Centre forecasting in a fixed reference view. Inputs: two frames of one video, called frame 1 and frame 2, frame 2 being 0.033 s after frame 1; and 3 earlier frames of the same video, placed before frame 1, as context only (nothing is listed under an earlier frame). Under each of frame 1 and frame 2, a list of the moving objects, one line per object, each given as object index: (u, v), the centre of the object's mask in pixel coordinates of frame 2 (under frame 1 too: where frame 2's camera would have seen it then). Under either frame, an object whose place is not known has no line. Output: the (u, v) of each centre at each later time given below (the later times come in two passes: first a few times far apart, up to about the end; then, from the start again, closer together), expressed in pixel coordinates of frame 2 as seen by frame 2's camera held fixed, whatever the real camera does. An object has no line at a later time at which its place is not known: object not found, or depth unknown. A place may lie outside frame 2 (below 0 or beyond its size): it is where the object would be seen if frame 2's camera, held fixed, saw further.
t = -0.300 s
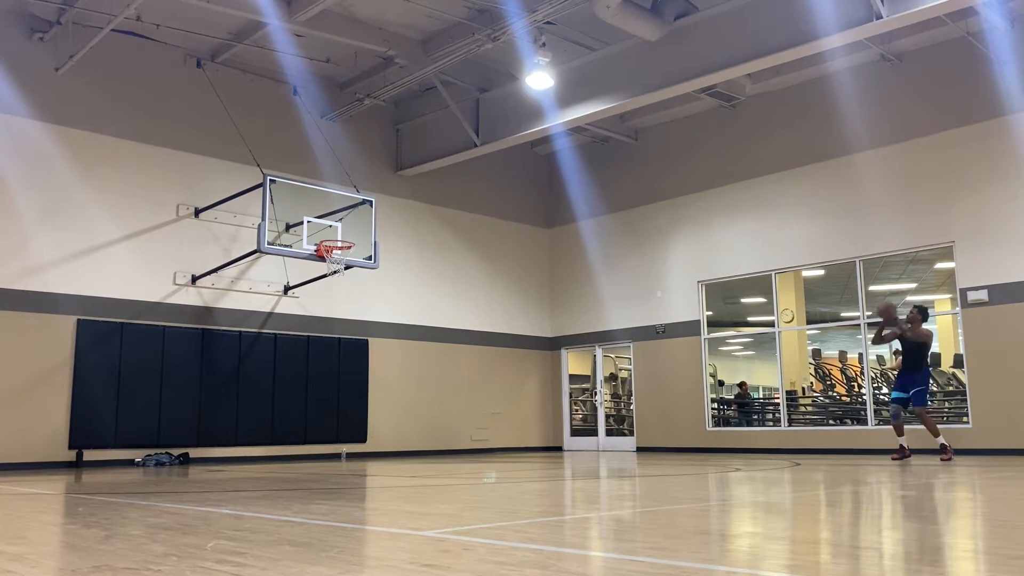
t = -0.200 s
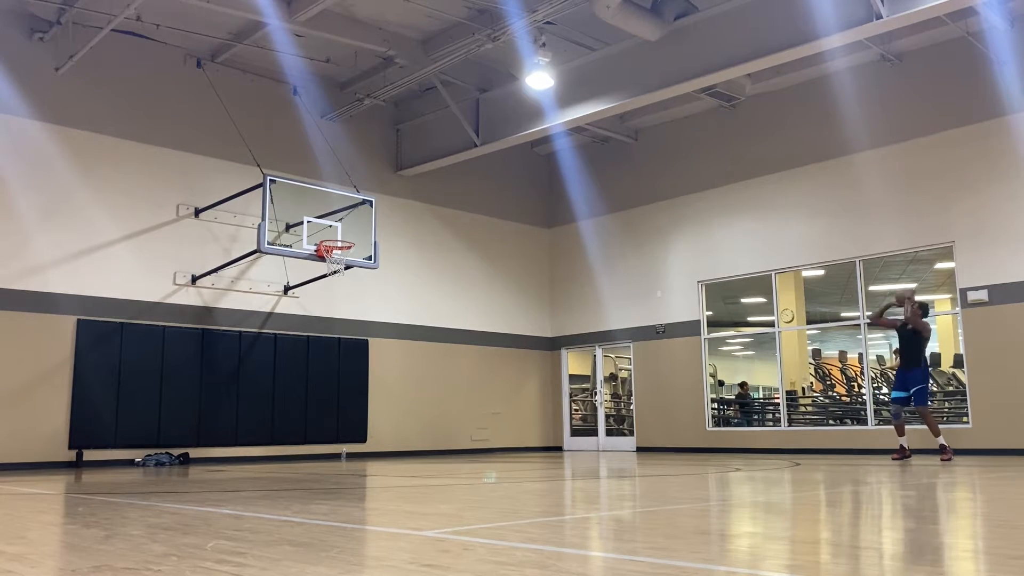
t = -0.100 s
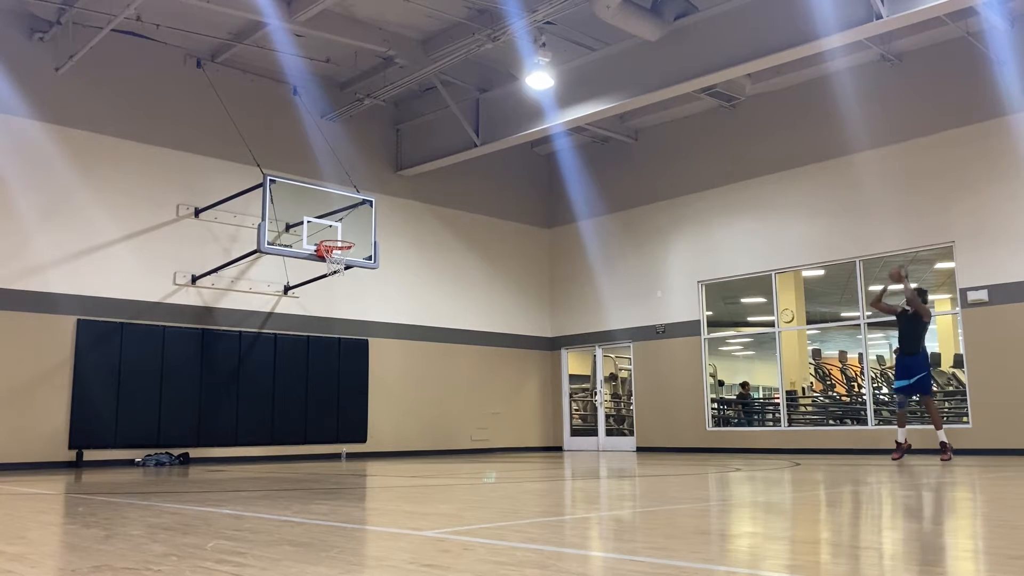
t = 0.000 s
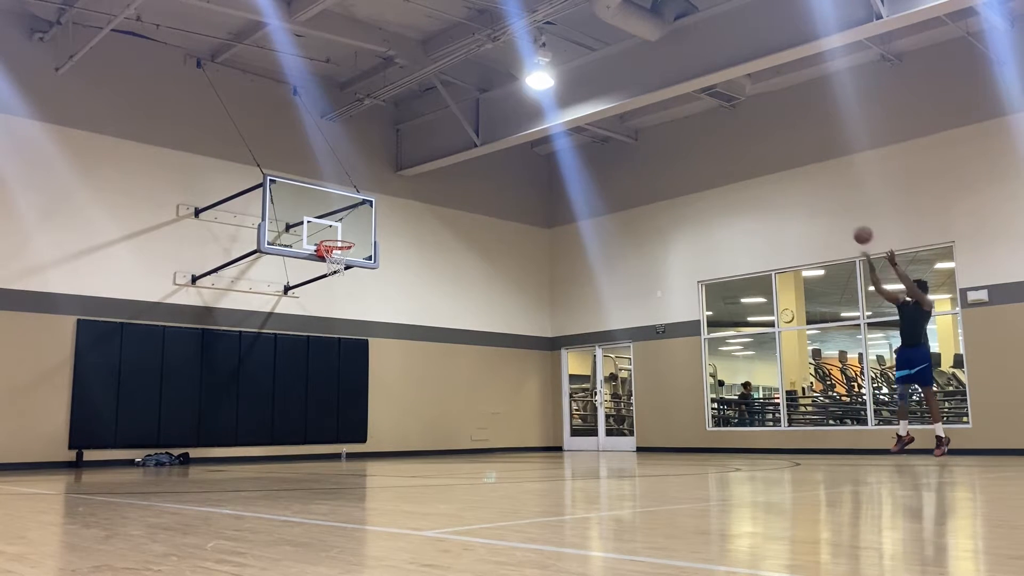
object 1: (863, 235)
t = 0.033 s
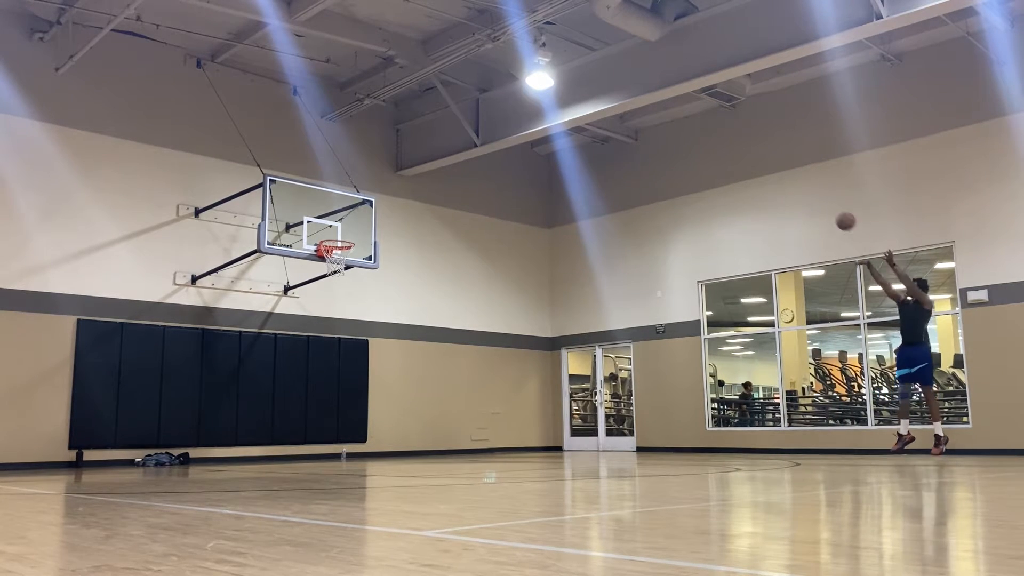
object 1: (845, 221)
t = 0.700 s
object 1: (549, 124)
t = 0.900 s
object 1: (473, 150)
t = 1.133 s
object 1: (384, 212)
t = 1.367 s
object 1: (362, 212)
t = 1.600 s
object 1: (368, 202)
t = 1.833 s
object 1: (375, 228)
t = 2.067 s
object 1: (381, 287)
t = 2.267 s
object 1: (386, 366)
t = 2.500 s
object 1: (389, 426)
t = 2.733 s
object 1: (387, 350)
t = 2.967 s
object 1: (383, 314)
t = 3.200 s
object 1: (380, 313)
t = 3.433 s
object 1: (376, 346)
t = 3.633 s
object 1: (372, 403)
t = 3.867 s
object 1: (369, 422)
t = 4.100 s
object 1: (368, 375)
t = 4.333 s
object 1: (367, 364)
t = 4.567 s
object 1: (365, 387)
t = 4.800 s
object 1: (363, 445)
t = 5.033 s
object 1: (362, 412)
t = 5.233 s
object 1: (360, 398)
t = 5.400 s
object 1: (358, 405)
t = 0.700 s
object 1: (549, 124)
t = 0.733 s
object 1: (537, 126)
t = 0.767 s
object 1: (524, 129)
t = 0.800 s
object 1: (511, 133)
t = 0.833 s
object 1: (498, 138)
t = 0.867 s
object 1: (486, 144)
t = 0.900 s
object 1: (473, 150)
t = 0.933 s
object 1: (460, 157)
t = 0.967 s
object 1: (447, 164)
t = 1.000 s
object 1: (434, 173)
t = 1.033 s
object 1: (421, 181)
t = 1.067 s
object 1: (409, 191)
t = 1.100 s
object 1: (397, 201)
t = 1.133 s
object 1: (384, 212)
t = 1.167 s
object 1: (371, 224)
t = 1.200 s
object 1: (358, 236)
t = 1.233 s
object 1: (357, 234)
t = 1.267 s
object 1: (358, 227)
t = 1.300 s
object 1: (359, 222)
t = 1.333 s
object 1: (360, 216)
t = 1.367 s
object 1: (362, 212)
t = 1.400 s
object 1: (363, 208)
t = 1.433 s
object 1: (364, 205)
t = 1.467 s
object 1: (365, 203)
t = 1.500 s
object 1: (365, 202)
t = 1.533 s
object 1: (366, 202)
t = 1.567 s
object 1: (367, 201)
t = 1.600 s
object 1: (368, 202)
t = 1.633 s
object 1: (369, 204)
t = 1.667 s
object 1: (370, 206)
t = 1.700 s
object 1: (370, 209)
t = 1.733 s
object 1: (372, 213)
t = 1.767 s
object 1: (372, 217)
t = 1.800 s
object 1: (374, 222)
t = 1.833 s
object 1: (375, 228)
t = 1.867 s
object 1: (375, 235)
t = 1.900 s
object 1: (377, 241)
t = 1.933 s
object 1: (378, 249)
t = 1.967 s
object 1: (378, 257)
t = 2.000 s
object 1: (379, 267)
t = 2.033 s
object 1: (380, 277)
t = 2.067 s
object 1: (381, 287)
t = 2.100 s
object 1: (382, 299)
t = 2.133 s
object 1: (382, 311)
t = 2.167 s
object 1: (383, 324)
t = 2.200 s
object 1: (384, 338)
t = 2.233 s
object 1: (385, 352)
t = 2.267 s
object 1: (386, 366)
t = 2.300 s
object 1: (386, 382)
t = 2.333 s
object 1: (387, 399)
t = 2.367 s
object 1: (388, 417)
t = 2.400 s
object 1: (389, 435)
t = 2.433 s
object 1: (389, 454)
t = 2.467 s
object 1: (389, 440)
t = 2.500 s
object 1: (389, 426)
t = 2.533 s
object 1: (389, 413)
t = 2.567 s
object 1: (389, 401)
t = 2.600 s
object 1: (388, 389)
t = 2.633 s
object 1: (388, 378)
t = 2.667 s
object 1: (388, 368)
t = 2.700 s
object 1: (387, 359)
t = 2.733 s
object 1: (387, 350)
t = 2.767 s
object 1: (386, 343)
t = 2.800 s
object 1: (386, 337)
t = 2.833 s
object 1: (385, 331)
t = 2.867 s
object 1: (384, 325)
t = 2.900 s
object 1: (384, 321)
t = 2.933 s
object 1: (384, 317)
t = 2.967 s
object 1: (383, 314)
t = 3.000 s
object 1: (383, 312)
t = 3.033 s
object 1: (382, 310)
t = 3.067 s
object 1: (382, 309)
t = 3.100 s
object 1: (381, 309)
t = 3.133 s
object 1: (381, 310)
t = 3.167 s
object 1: (380, 311)
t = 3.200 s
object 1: (380, 313)
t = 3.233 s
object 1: (379, 316)
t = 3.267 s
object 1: (378, 319)
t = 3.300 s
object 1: (378, 323)
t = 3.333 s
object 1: (377, 328)
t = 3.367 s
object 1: (377, 334)
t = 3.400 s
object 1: (376, 340)
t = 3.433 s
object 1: (376, 346)
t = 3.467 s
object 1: (375, 354)
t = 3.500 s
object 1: (374, 362)
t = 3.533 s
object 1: (374, 371)
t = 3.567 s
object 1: (373, 381)
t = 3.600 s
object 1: (373, 392)
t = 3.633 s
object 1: (372, 403)
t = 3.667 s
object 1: (371, 415)
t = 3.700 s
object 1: (371, 427)
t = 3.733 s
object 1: (370, 441)
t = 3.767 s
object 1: (368, 453)
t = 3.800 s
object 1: (369, 442)
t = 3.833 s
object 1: (369, 431)
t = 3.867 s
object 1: (369, 422)
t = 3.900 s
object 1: (369, 412)
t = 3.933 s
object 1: (369, 404)
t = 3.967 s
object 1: (368, 397)
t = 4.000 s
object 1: (369, 390)
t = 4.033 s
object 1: (368, 384)
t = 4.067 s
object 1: (368, 379)
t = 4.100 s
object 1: (368, 375)
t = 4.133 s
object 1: (368, 371)
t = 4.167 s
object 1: (368, 368)
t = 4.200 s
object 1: (368, 366)
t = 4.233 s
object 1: (368, 364)
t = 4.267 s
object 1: (368, 363)
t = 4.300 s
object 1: (367, 363)
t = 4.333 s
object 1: (367, 364)
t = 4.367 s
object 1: (367, 365)
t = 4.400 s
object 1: (367, 367)
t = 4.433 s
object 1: (366, 370)
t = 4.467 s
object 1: (367, 373)
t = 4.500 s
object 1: (366, 377)
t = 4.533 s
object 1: (366, 382)
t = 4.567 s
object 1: (365, 387)
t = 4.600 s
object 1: (365, 394)
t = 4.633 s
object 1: (365, 401)
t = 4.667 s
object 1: (364, 408)
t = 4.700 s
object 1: (364, 416)
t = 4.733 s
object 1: (363, 425)
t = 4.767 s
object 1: (363, 435)
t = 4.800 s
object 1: (363, 445)
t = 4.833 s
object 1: (363, 451)
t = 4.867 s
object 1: (362, 443)
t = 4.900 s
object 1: (362, 436)
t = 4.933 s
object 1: (362, 429)
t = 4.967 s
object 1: (362, 422)
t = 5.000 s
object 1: (362, 416)
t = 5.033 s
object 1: (362, 412)
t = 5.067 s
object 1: (361, 407)
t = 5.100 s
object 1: (361, 404)
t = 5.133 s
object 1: (361, 401)
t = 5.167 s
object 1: (361, 400)
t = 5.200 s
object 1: (360, 398)
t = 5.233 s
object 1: (360, 398)
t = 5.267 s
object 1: (360, 398)
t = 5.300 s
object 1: (359, 399)
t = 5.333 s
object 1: (359, 400)
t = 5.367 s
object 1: (359, 402)
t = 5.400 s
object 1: (358, 405)
